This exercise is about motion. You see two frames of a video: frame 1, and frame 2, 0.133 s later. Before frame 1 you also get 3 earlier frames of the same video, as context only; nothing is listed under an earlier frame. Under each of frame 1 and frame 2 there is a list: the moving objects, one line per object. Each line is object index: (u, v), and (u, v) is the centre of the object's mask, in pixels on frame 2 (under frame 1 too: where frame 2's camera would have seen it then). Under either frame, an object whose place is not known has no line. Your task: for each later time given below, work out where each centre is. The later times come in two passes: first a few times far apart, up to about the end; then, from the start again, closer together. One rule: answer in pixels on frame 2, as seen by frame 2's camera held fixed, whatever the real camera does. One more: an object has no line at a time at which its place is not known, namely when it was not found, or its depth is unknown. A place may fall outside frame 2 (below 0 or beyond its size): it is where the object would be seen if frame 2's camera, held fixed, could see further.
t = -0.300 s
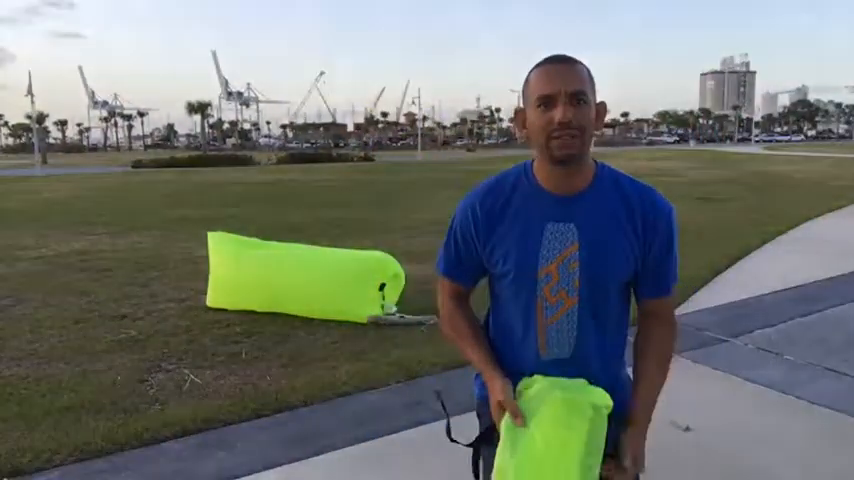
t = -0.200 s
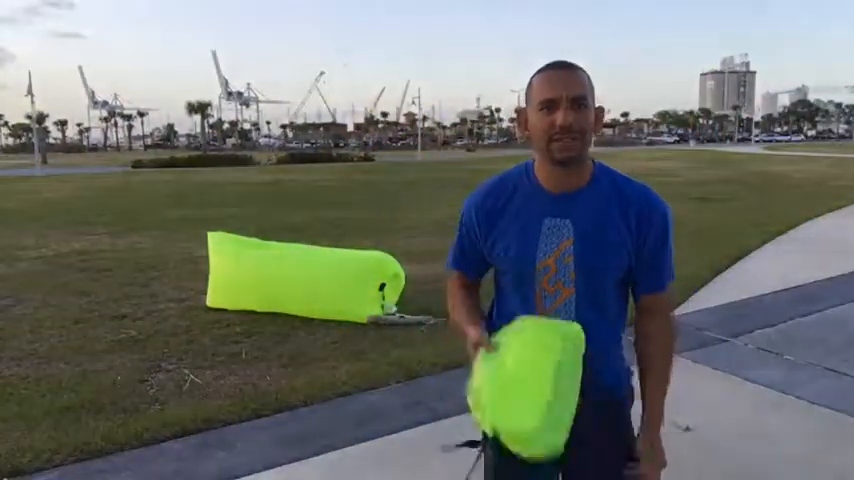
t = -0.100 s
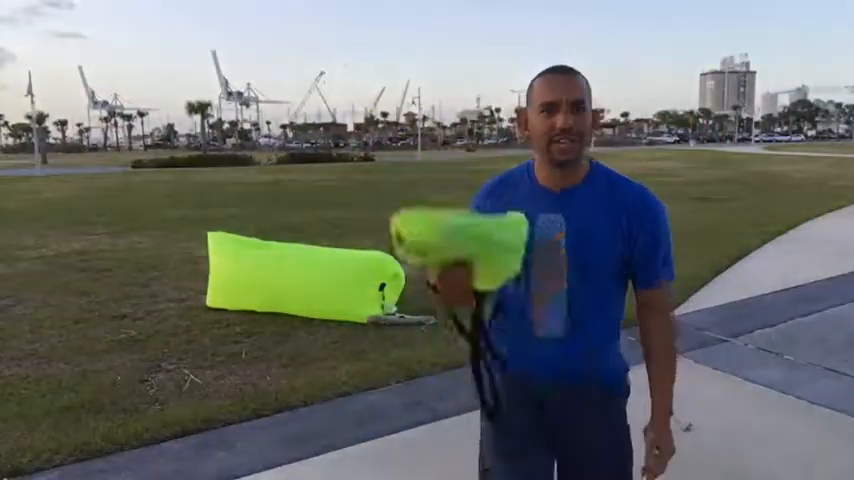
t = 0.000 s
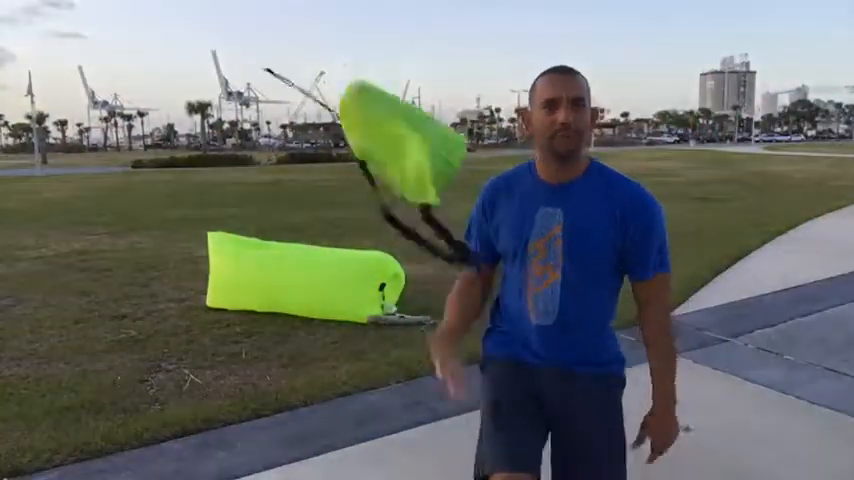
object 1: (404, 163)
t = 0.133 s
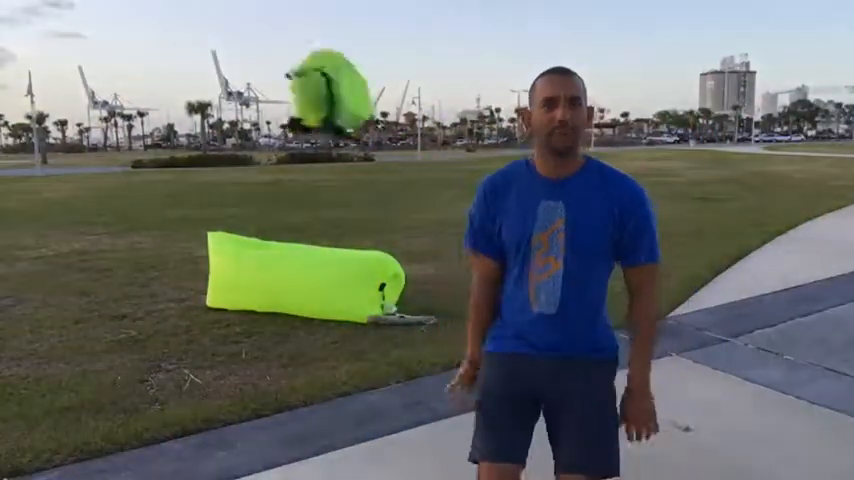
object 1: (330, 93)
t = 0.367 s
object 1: (251, 137)
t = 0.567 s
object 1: (192, 257)
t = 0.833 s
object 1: (184, 412)
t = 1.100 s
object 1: (173, 415)
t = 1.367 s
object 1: (173, 416)
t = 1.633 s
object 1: (173, 416)
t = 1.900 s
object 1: (173, 416)
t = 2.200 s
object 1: (172, 416)
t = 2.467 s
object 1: (173, 416)
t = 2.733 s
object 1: (172, 416)
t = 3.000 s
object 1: (172, 416)
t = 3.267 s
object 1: (172, 416)
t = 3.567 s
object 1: (173, 416)
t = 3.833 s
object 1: (173, 416)
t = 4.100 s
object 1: (173, 416)
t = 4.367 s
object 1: (173, 416)
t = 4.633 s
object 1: (173, 416)
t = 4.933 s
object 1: (173, 416)
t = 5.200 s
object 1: (173, 416)
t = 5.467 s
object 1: (173, 416)
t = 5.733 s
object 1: (173, 416)
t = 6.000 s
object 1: (173, 416)
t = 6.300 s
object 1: (173, 416)
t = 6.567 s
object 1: (173, 416)
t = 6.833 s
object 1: (172, 416)
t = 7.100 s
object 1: (173, 416)
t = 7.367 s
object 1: (173, 416)
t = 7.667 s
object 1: (172, 416)
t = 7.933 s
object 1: (172, 416)
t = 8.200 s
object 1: (172, 416)
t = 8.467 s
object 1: (172, 416)
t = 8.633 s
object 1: (172, 416)
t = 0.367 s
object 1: (251, 137)
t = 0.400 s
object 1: (237, 154)
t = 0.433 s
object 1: (208, 176)
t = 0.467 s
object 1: (202, 196)
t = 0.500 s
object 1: (207, 214)
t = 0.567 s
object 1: (192, 257)
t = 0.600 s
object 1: (191, 283)
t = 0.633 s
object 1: (190, 308)
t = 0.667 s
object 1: (190, 333)
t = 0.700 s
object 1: (193, 364)
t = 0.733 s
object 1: (191, 394)
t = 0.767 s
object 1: (186, 418)
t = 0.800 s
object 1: (184, 416)
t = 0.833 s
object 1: (184, 412)
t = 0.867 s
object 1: (182, 409)
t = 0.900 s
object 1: (180, 407)
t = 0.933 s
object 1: (179, 407)
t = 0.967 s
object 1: (178, 409)
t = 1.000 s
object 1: (176, 411)
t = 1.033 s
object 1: (175, 413)
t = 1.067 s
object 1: (175, 414)
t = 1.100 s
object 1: (173, 415)
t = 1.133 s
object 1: (173, 416)
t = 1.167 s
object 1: (173, 416)
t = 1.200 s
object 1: (173, 416)
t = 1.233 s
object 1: (173, 416)
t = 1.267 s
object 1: (173, 416)
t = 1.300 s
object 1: (173, 416)
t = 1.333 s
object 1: (173, 416)
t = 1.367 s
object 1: (173, 416)
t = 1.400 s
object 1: (173, 416)
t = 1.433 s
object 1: (173, 416)
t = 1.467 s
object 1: (173, 416)
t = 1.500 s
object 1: (173, 416)
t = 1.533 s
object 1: (173, 416)
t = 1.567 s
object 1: (172, 415)
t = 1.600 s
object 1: (173, 416)
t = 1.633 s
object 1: (173, 416)
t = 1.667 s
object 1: (172, 415)
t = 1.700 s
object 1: (173, 416)
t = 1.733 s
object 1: (173, 416)
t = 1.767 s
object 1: (172, 416)
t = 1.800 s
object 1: (173, 416)
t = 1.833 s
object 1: (173, 416)
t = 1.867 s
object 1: (173, 416)
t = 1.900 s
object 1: (173, 416)
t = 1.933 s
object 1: (173, 416)
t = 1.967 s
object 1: (173, 416)
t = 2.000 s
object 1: (172, 415)
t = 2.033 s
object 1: (172, 415)
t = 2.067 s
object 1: (173, 416)
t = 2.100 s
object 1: (172, 415)
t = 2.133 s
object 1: (172, 416)
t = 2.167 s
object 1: (173, 416)
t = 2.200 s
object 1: (172, 416)
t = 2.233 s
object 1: (172, 415)
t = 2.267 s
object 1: (173, 416)
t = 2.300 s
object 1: (172, 416)
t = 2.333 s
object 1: (173, 416)
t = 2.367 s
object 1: (173, 416)
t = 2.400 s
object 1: (172, 415)
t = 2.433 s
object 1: (173, 416)
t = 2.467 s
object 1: (173, 416)
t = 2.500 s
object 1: (172, 415)
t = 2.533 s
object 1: (173, 416)
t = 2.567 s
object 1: (173, 416)
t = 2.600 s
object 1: (172, 416)
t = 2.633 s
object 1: (172, 415)
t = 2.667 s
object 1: (173, 416)
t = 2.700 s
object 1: (173, 416)
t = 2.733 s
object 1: (172, 416)
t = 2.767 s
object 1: (173, 416)
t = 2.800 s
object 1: (172, 416)
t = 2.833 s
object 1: (172, 416)
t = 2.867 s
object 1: (173, 416)
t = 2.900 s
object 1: (172, 416)
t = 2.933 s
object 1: (172, 416)
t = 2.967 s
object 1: (172, 416)
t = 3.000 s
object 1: (172, 416)
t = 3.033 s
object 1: (172, 416)
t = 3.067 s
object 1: (172, 416)
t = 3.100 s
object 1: (172, 416)
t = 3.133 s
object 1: (173, 416)
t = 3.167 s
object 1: (173, 416)
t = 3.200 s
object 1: (173, 416)
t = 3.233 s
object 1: (173, 416)
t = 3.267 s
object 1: (172, 416)
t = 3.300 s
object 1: (172, 416)
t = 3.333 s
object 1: (172, 416)
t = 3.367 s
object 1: (173, 416)
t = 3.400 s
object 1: (172, 416)
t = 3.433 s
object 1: (172, 416)
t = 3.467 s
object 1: (172, 416)
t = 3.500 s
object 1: (172, 416)
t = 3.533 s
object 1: (173, 416)
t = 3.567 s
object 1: (173, 416)
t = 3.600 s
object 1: (173, 416)
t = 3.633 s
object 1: (173, 416)
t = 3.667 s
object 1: (173, 416)
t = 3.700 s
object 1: (172, 416)
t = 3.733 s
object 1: (173, 416)
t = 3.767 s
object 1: (173, 416)
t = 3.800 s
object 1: (172, 416)
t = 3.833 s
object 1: (173, 416)
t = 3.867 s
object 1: (172, 416)
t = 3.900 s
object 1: (173, 416)
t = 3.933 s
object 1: (173, 416)
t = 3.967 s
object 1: (173, 416)
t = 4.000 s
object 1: (173, 416)
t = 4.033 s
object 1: (173, 416)
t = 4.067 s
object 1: (172, 416)
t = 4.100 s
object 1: (173, 416)
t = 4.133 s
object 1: (173, 416)
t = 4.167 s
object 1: (173, 416)
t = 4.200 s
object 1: (173, 416)
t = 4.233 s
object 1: (173, 416)
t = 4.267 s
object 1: (173, 416)
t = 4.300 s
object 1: (173, 416)
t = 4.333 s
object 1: (173, 416)
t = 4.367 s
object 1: (173, 416)
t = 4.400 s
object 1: (173, 416)
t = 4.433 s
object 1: (173, 416)
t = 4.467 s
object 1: (173, 416)
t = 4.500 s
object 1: (173, 416)
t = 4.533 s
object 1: (173, 416)
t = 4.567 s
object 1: (173, 416)
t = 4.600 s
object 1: (173, 416)
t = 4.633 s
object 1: (173, 416)
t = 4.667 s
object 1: (173, 416)
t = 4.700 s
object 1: (173, 416)
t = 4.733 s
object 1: (173, 416)
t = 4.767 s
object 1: (173, 416)
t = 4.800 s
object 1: (173, 416)
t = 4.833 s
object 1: (173, 416)
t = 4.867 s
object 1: (173, 416)
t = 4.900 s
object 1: (173, 416)
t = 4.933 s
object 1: (173, 416)
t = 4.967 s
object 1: (172, 416)
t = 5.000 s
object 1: (173, 416)
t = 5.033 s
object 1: (173, 416)
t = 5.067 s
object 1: (173, 416)
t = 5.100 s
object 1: (173, 416)
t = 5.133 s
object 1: (173, 416)
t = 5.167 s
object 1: (173, 416)
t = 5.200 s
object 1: (173, 416)
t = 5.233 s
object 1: (173, 416)
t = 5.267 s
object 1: (173, 416)
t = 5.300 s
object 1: (173, 416)
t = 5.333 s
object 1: (173, 416)
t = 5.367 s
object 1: (173, 416)
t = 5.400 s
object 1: (173, 416)
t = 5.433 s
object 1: (173, 416)
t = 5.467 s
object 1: (173, 416)
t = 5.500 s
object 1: (173, 416)
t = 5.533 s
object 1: (173, 416)
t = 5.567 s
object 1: (173, 416)
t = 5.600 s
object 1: (173, 416)
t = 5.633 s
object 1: (173, 416)
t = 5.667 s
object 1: (173, 416)
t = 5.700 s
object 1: (173, 416)
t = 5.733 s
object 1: (173, 416)
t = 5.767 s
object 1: (173, 416)
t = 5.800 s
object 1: (173, 416)
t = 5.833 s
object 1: (173, 416)
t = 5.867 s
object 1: (173, 416)
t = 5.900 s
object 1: (173, 416)
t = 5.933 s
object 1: (173, 416)
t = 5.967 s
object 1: (173, 416)
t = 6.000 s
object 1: (173, 416)
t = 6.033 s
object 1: (173, 416)
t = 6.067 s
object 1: (173, 416)
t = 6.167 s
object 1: (173, 416)
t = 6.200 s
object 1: (173, 416)
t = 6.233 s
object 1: (173, 416)
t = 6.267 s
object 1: (173, 416)
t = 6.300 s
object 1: (173, 416)
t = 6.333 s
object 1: (173, 416)
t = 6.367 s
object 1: (172, 416)
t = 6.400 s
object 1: (172, 416)
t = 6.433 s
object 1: (173, 416)
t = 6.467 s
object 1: (173, 416)
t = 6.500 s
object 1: (173, 416)
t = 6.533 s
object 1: (173, 416)
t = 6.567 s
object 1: (173, 416)
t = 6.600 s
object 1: (173, 416)
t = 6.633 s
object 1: (173, 416)
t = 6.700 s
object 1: (173, 416)
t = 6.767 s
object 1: (172, 416)
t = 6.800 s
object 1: (172, 416)
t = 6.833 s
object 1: (172, 416)
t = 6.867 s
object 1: (172, 416)
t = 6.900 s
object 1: (172, 416)
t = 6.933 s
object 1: (173, 416)
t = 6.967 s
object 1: (173, 416)
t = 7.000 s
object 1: (173, 416)
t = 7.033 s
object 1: (173, 416)
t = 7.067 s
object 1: (173, 416)
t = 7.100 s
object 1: (173, 416)
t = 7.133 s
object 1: (173, 416)
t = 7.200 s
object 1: (173, 416)
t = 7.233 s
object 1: (173, 416)
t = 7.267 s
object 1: (173, 416)
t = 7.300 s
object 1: (173, 416)
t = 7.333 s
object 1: (173, 416)
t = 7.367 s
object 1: (173, 416)
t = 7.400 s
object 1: (173, 416)
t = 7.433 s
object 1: (173, 416)
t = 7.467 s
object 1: (173, 416)
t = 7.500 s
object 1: (173, 416)
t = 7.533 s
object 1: (173, 416)
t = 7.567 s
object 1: (173, 416)
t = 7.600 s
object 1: (173, 416)
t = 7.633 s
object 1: (173, 416)
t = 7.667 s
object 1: (172, 416)
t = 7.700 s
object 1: (172, 416)
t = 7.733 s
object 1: (172, 416)
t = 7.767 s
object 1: (172, 416)
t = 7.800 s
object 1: (172, 416)
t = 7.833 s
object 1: (172, 416)
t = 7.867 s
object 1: (172, 416)
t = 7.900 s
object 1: (172, 416)
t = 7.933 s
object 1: (172, 416)
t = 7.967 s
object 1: (172, 416)
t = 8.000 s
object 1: (172, 416)
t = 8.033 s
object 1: (172, 416)
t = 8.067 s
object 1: (172, 416)
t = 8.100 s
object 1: (172, 416)
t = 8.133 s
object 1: (172, 416)
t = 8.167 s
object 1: (172, 416)
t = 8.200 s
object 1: (172, 416)
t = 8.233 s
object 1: (172, 416)
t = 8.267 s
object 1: (172, 416)
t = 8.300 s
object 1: (172, 416)
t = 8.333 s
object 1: (172, 416)
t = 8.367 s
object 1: (172, 416)
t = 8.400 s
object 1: (172, 416)
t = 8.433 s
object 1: (172, 416)
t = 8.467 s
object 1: (172, 416)
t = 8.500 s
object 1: (172, 416)
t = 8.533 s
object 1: (172, 416)
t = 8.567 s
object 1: (172, 416)
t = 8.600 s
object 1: (173, 416)
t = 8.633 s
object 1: (172, 416)
